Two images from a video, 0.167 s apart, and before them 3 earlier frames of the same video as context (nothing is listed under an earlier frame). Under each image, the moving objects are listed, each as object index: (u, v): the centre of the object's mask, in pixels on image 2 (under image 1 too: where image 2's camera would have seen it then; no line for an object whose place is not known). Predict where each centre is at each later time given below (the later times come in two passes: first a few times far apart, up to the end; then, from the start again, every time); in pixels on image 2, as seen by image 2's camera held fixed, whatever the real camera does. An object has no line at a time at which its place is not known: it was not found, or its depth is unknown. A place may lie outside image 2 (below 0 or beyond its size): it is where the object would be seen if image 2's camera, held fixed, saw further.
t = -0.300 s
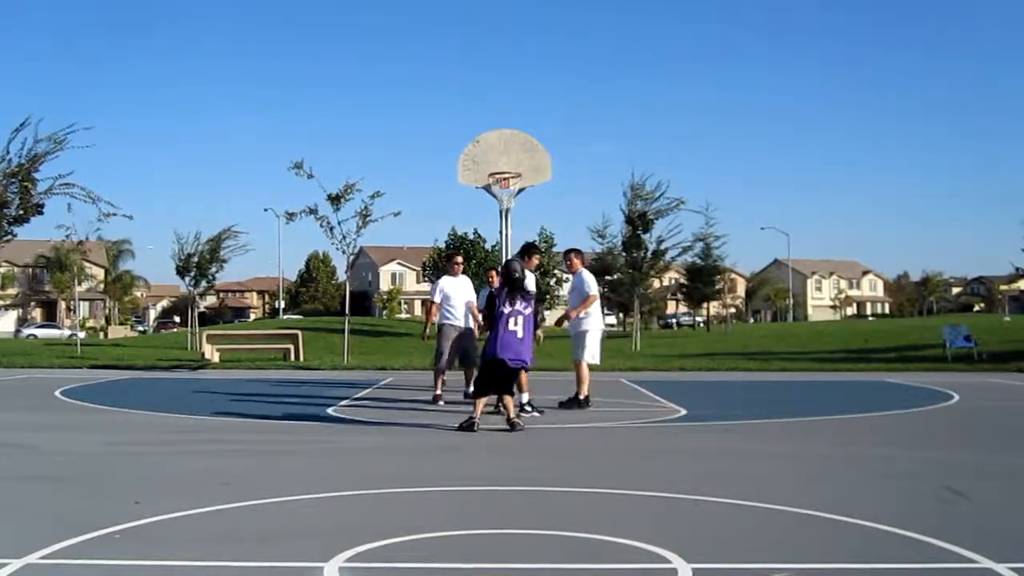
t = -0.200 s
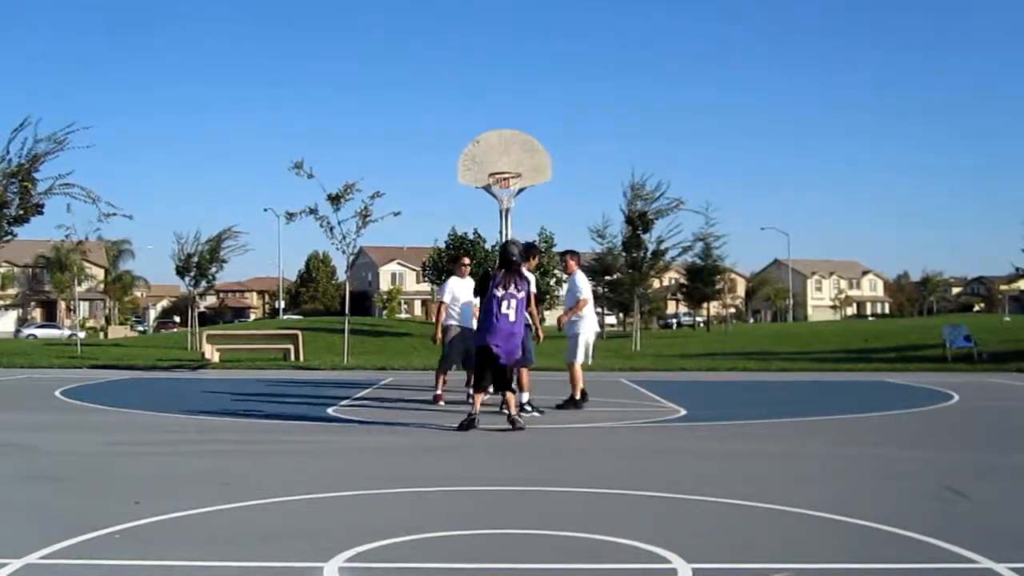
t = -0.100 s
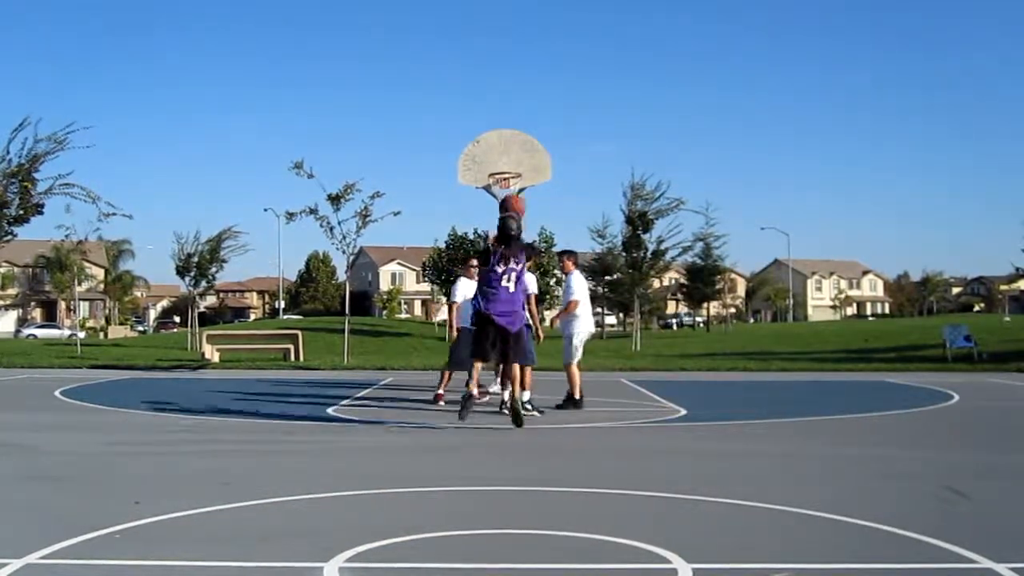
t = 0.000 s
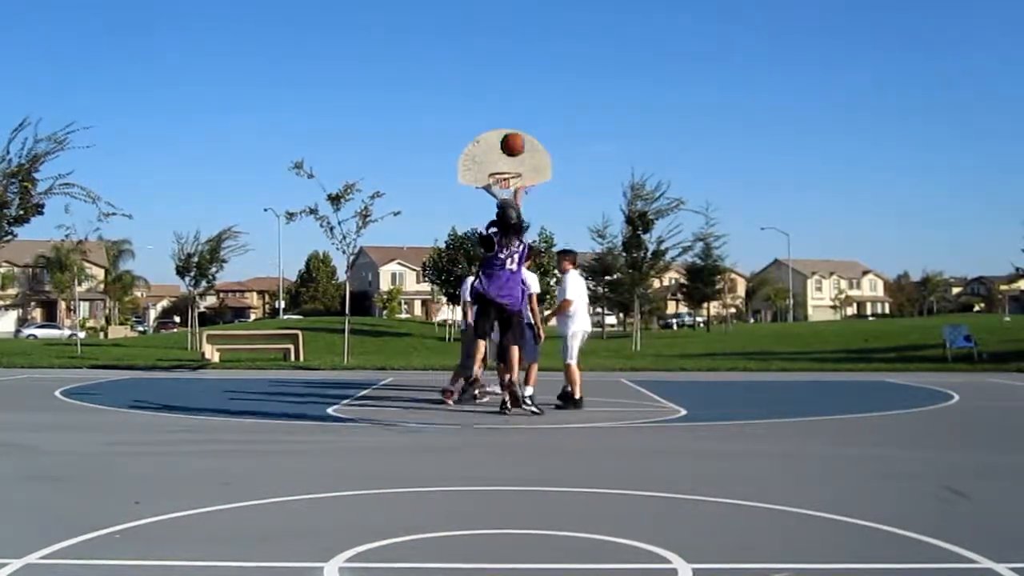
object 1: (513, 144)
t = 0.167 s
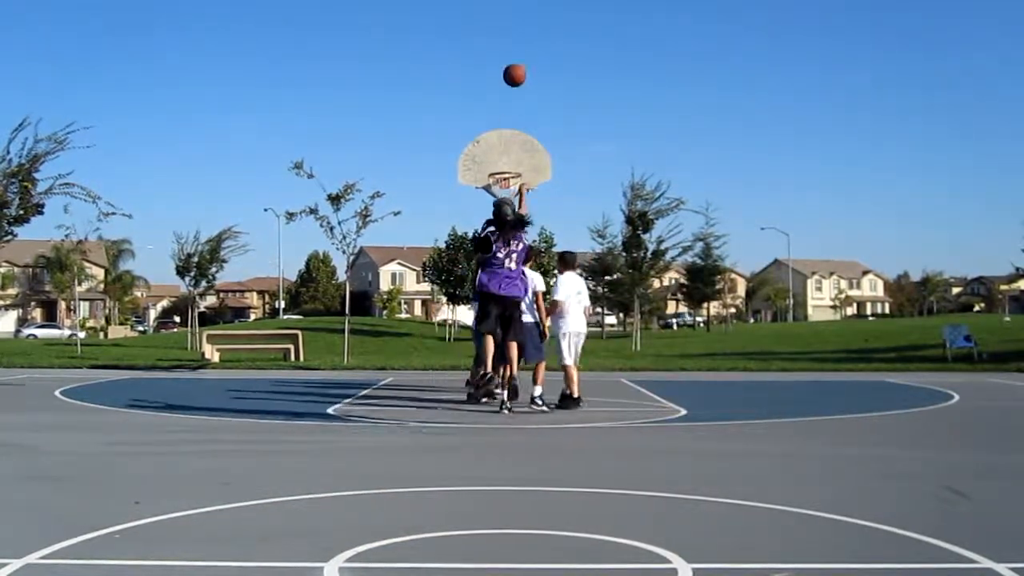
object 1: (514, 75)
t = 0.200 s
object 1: (515, 66)
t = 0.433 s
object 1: (518, 35)
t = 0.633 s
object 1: (520, 46)
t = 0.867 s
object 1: (523, 93)
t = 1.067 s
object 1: (525, 156)
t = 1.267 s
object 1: (547, 184)
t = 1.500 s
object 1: (581, 226)
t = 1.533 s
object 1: (586, 236)
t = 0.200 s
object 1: (515, 66)
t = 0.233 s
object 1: (515, 58)
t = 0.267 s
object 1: (516, 51)
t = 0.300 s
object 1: (516, 46)
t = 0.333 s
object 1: (516, 41)
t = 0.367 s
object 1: (517, 38)
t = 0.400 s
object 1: (518, 35)
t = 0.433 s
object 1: (518, 35)
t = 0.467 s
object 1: (518, 35)
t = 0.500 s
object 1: (518, 35)
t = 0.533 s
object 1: (519, 36)
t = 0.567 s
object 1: (519, 39)
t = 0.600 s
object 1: (519, 42)
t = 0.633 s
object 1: (520, 46)
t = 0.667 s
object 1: (520, 50)
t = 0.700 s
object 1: (521, 56)
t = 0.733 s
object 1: (521, 62)
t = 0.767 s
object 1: (522, 68)
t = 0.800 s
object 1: (522, 76)
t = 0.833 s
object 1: (523, 84)
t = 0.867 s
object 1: (523, 93)
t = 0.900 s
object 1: (524, 102)
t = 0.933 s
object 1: (524, 111)
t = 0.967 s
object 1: (525, 122)
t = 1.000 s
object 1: (525, 132)
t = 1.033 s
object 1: (525, 144)
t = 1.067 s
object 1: (525, 156)
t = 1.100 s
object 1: (526, 168)
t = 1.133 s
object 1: (530, 174)
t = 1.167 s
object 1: (534, 178)
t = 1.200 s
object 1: (538, 179)
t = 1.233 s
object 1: (543, 181)
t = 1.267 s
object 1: (547, 184)
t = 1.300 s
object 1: (552, 187)
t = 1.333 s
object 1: (556, 192)
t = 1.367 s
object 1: (561, 197)
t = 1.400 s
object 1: (566, 203)
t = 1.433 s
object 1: (571, 210)
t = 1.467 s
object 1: (576, 218)
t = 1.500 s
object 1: (581, 226)
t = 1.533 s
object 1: (586, 236)
